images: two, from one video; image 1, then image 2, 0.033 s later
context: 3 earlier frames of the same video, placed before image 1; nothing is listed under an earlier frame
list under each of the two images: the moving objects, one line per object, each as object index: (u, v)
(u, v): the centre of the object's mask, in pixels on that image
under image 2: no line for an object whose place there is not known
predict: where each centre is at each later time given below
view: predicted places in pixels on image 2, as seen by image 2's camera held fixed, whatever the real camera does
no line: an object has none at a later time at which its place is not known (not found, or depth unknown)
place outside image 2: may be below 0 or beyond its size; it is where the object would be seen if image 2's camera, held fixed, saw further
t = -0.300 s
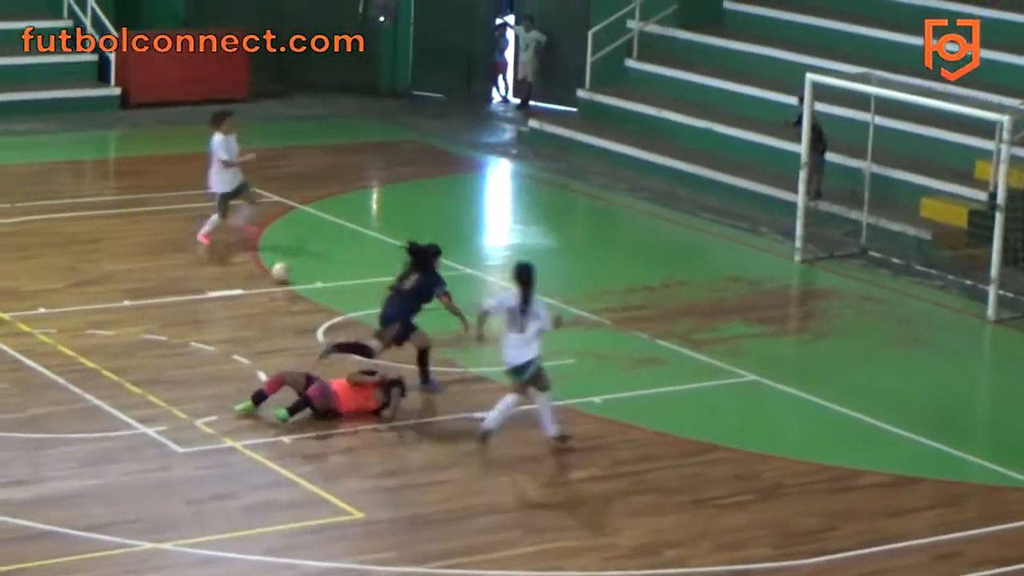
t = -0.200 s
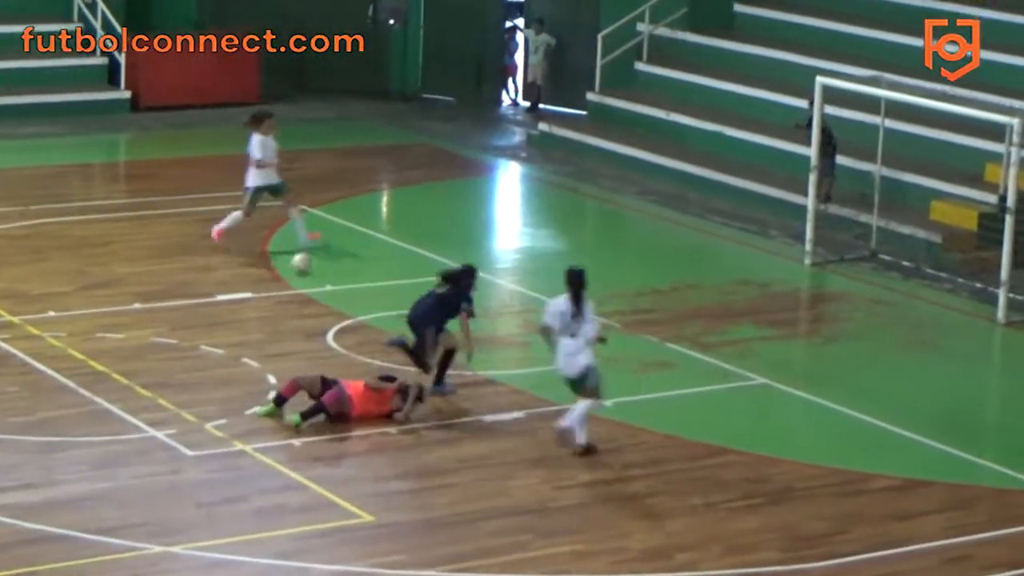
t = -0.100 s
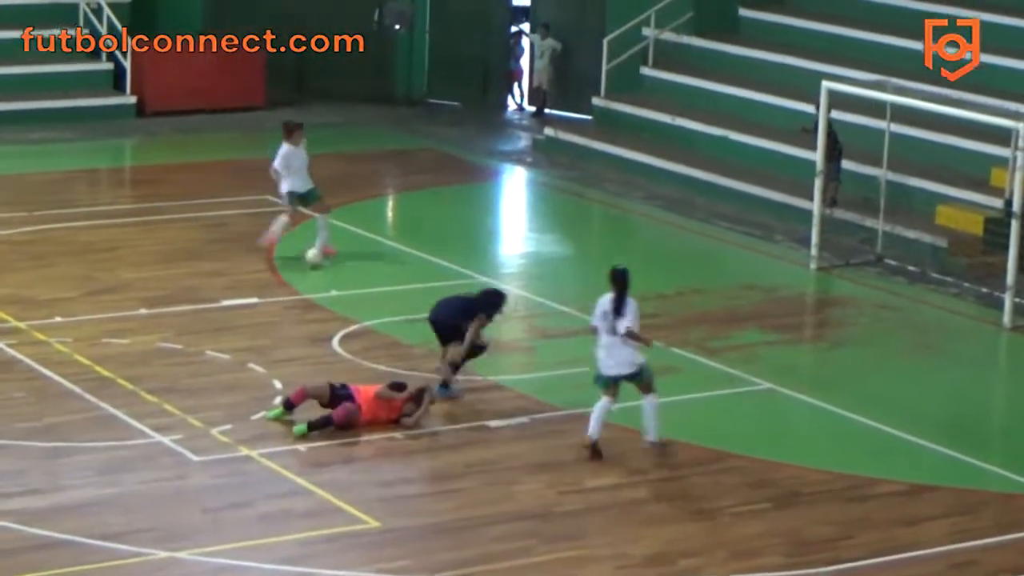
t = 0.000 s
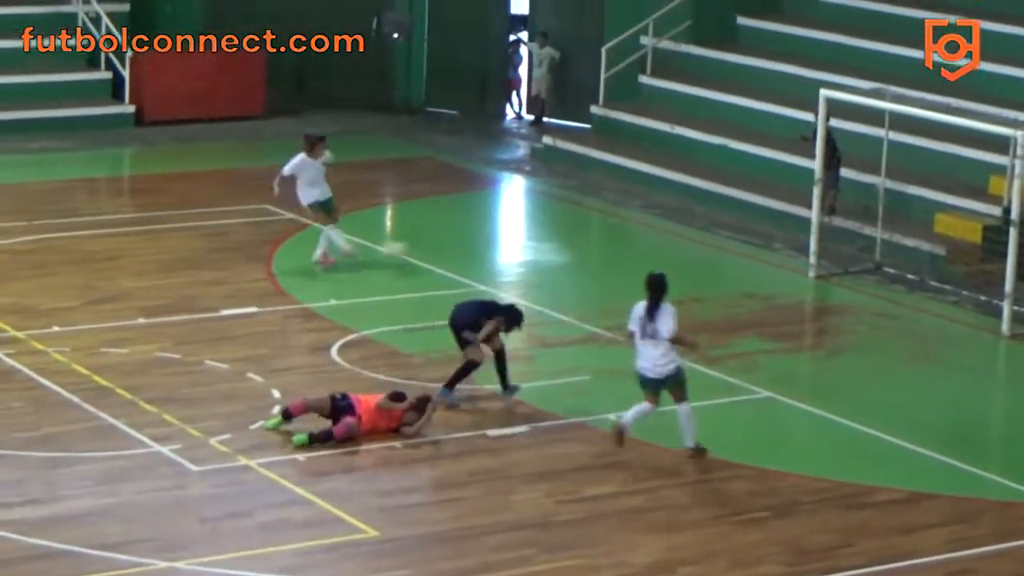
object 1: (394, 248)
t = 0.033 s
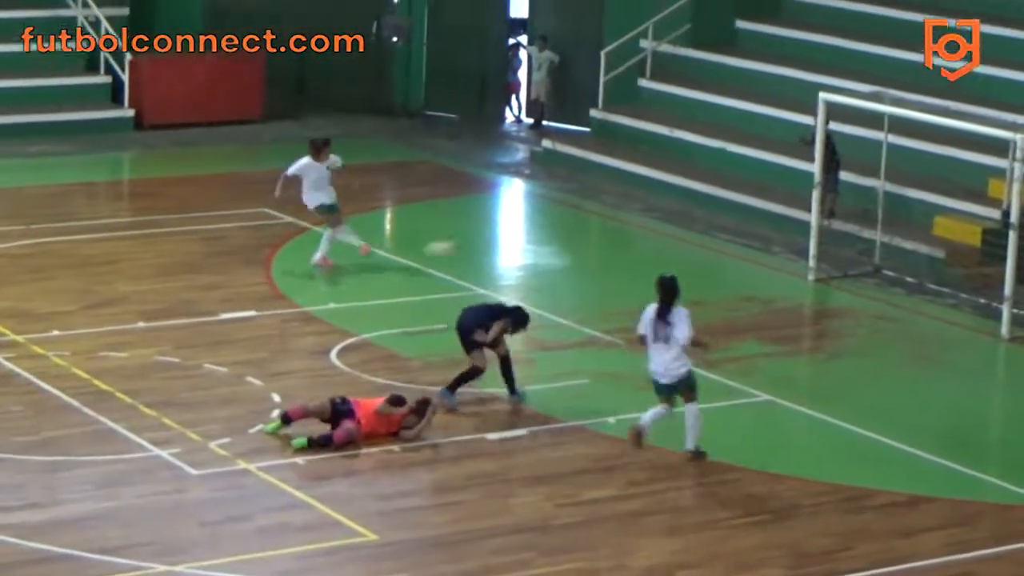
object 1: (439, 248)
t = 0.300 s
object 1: (797, 243)
